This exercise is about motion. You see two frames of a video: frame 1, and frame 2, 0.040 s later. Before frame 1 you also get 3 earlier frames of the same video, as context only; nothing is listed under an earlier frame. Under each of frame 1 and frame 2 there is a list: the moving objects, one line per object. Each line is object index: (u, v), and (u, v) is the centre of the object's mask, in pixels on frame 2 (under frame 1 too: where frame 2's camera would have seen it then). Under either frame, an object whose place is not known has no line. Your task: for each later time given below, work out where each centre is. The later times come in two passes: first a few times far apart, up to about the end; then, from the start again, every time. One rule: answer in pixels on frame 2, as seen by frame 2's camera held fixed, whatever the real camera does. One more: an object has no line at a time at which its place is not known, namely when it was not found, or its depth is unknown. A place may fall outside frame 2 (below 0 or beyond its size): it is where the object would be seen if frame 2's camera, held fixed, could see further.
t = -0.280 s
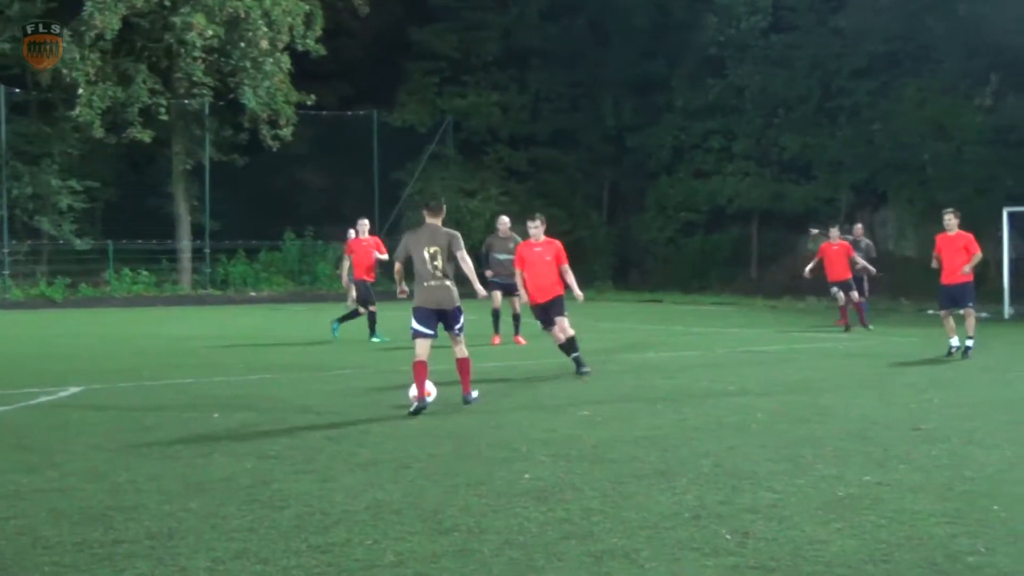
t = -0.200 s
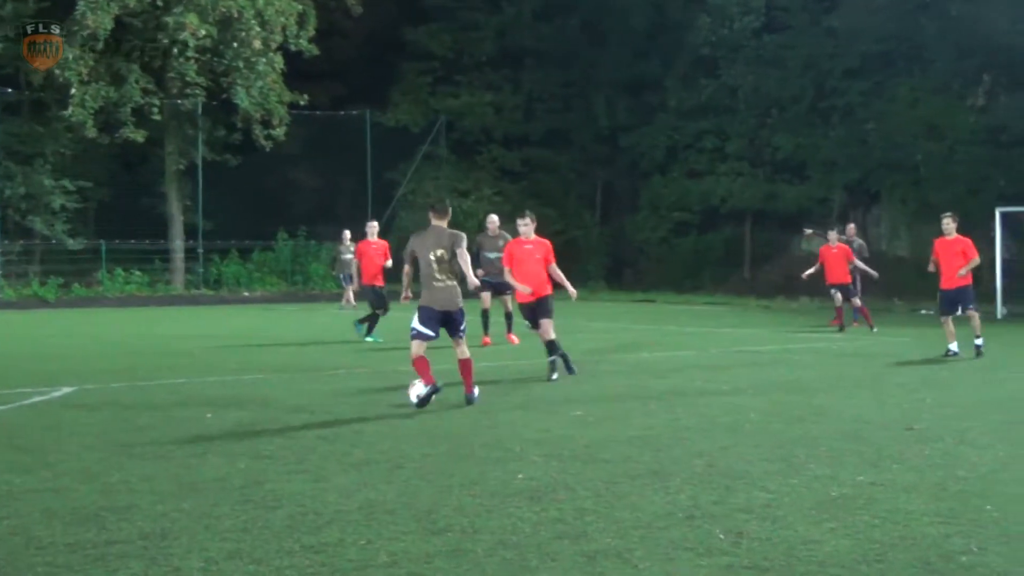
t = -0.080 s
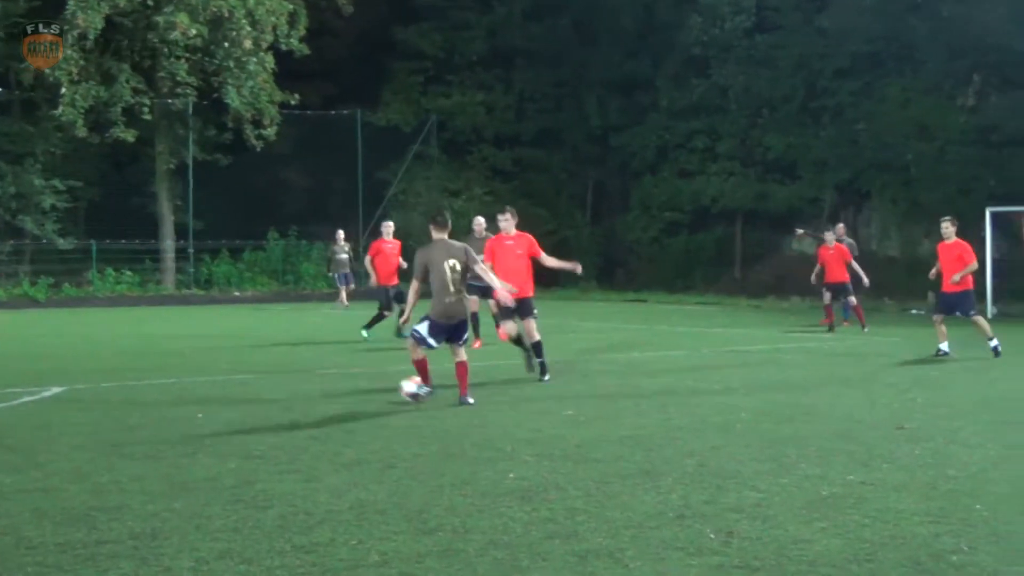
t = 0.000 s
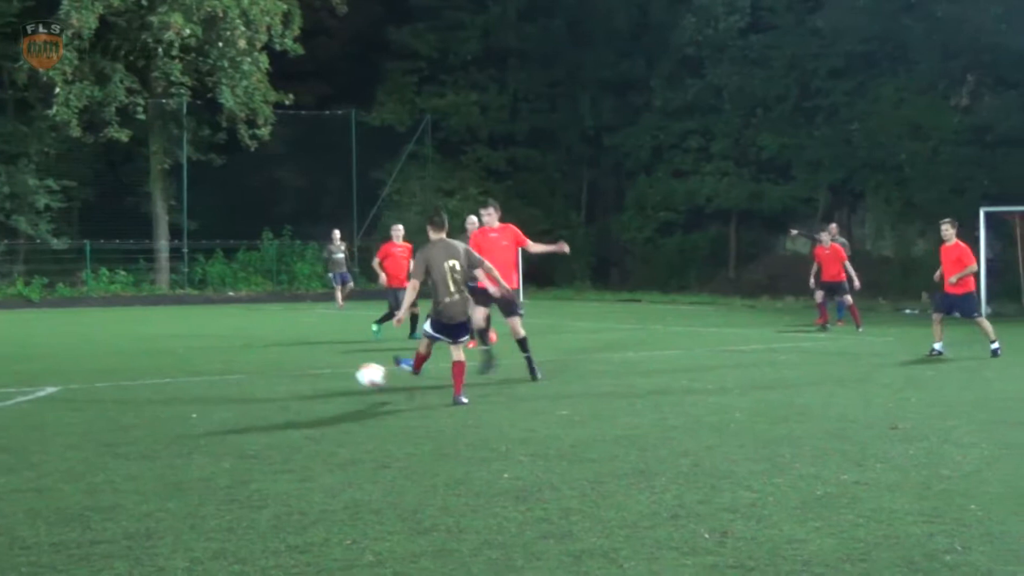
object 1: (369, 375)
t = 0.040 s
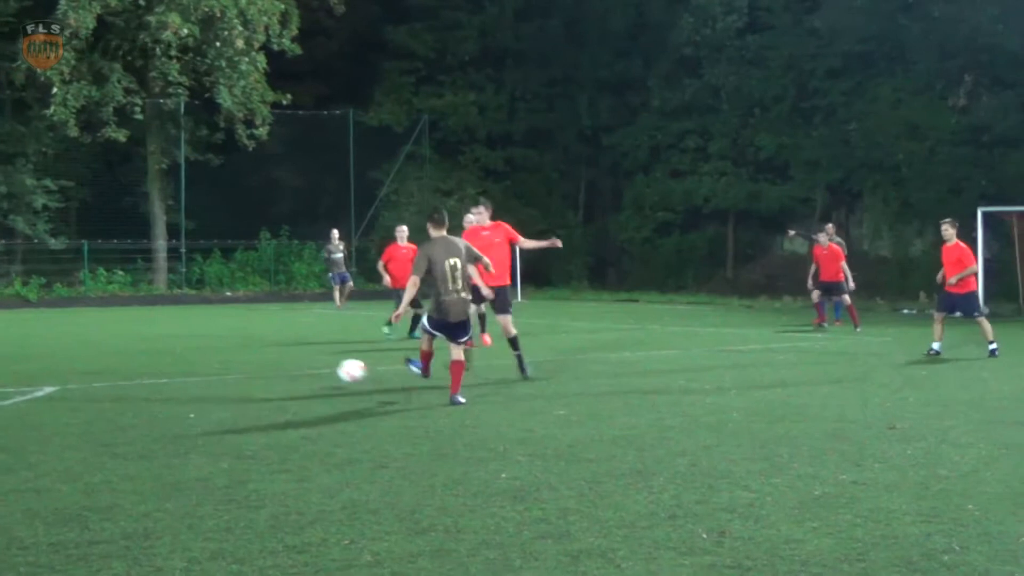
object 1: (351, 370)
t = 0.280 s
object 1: (276, 356)
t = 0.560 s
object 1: (231, 338)
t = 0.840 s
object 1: (204, 327)
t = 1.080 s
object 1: (188, 325)
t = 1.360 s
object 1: (173, 322)
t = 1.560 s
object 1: (166, 318)
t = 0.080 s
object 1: (336, 369)
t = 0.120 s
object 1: (321, 368)
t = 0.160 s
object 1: (309, 363)
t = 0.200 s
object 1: (298, 358)
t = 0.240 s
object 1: (286, 356)
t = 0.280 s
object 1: (276, 356)
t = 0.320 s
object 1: (268, 353)
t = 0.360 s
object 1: (260, 348)
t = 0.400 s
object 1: (253, 345)
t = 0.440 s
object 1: (246, 343)
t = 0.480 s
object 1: (240, 344)
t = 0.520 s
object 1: (236, 343)
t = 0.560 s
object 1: (231, 338)
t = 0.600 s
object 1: (226, 335)
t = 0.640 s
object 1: (223, 334)
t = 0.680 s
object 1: (218, 334)
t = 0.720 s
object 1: (214, 335)
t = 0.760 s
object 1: (211, 335)
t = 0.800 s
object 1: (208, 330)
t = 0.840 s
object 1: (204, 327)
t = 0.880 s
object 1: (201, 325)
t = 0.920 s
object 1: (198, 324)
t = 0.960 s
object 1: (195, 324)
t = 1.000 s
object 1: (193, 326)
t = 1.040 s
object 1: (190, 328)
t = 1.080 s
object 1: (188, 325)
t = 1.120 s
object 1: (185, 324)
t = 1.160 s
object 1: (183, 324)
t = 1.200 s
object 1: (181, 324)
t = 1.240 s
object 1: (178, 322)
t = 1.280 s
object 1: (177, 321)
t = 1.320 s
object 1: (175, 322)
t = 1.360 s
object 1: (173, 322)
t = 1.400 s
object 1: (172, 319)
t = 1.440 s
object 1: (170, 317)
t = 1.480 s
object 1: (168, 317)
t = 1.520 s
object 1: (167, 317)
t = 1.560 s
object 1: (166, 318)
